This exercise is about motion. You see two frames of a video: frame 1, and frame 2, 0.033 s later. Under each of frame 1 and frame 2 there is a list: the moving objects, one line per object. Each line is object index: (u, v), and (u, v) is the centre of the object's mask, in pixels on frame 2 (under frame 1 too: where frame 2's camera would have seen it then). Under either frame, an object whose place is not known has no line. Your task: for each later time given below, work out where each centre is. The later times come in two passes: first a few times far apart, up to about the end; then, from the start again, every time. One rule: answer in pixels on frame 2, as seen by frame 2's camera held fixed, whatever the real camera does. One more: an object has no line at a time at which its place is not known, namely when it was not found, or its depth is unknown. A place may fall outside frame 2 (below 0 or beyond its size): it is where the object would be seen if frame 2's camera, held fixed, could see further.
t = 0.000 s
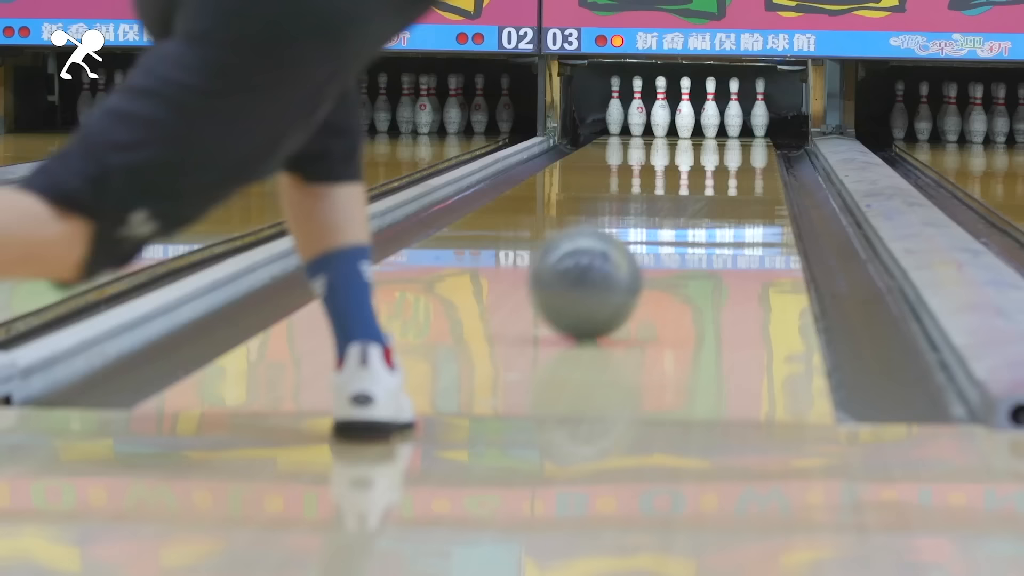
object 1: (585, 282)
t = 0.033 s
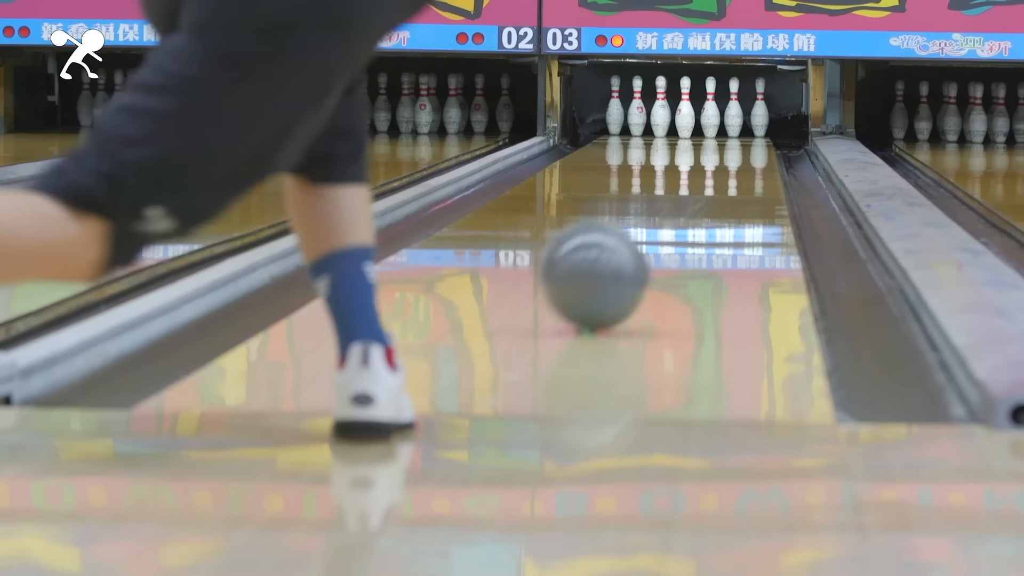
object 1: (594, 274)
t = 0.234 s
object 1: (638, 241)
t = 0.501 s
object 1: (678, 211)
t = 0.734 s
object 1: (702, 193)
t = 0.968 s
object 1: (719, 178)
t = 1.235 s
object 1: (732, 163)
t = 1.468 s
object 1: (738, 153)
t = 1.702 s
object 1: (739, 144)
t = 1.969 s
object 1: (734, 137)
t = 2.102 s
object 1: (728, 134)
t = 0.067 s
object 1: (602, 270)
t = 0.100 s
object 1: (610, 263)
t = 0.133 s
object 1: (617, 258)
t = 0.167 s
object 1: (624, 252)
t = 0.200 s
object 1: (632, 246)
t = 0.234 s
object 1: (638, 241)
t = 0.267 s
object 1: (645, 237)
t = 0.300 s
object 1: (650, 232)
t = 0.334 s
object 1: (656, 228)
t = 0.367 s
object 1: (660, 224)
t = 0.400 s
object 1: (666, 220)
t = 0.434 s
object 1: (670, 217)
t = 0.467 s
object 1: (674, 214)
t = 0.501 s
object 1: (678, 211)
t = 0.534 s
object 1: (682, 208)
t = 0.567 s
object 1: (686, 206)
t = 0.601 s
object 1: (690, 203)
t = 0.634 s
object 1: (693, 200)
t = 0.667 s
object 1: (696, 198)
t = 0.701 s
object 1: (699, 195)
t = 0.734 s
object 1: (702, 193)
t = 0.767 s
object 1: (705, 191)
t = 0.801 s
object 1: (708, 188)
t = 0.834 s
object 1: (710, 186)
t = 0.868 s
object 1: (713, 184)
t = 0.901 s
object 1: (715, 182)
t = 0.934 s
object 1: (718, 180)
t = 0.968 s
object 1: (719, 178)
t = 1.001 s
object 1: (721, 175)
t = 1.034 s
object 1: (723, 173)
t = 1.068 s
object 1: (725, 171)
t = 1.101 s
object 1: (727, 169)
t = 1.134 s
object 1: (729, 168)
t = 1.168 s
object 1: (729, 165)
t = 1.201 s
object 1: (731, 164)
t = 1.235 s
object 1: (732, 163)
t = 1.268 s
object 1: (733, 161)
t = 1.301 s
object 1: (734, 160)
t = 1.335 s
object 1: (735, 158)
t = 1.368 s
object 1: (737, 157)
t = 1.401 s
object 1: (737, 156)
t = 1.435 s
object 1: (738, 154)
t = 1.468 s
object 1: (738, 153)
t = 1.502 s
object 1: (739, 151)
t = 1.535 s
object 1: (739, 150)
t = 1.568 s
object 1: (740, 149)
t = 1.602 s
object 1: (740, 148)
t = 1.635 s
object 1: (740, 146)
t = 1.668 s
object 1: (740, 145)
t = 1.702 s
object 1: (739, 144)
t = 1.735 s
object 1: (739, 143)
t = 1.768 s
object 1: (738, 142)
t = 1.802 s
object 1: (738, 141)
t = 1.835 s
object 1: (737, 140)
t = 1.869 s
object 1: (737, 140)
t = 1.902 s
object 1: (736, 139)
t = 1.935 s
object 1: (735, 138)
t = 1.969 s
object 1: (734, 137)
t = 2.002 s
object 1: (733, 136)
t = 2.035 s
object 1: (731, 135)
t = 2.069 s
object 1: (730, 135)
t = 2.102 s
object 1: (728, 134)
